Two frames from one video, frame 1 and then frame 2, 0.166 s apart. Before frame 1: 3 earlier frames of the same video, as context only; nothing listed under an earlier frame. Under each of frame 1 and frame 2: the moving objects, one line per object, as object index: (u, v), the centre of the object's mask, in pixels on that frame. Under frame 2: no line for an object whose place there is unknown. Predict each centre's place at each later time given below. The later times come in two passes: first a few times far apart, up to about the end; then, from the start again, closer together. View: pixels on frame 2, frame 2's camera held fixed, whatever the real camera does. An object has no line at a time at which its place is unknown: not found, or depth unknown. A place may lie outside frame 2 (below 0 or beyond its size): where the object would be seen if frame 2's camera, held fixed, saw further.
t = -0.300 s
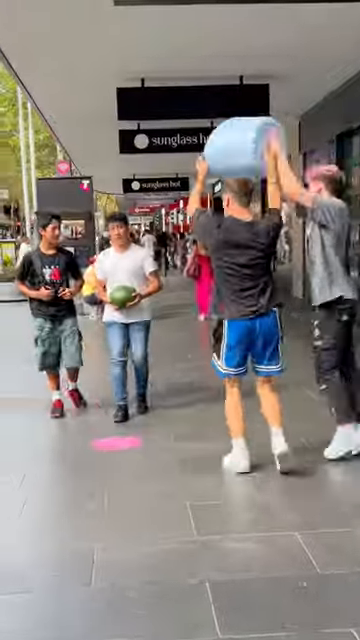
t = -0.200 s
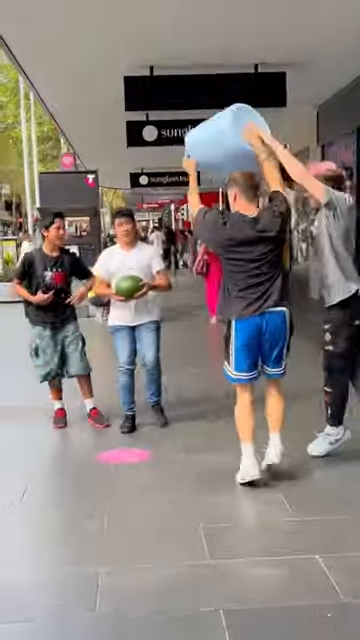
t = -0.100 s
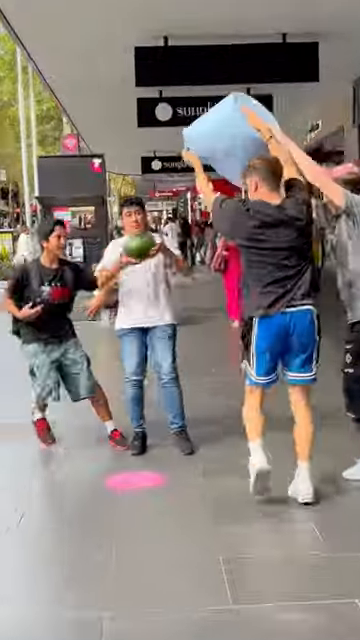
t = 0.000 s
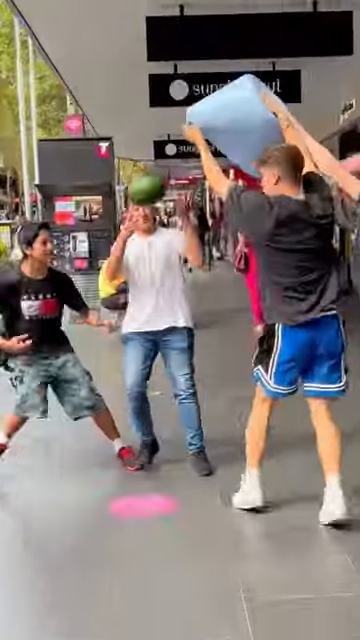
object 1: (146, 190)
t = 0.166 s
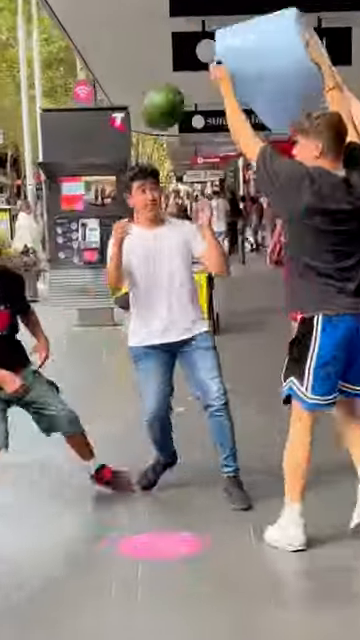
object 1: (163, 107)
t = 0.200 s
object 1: (161, 102)
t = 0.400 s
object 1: (156, 129)
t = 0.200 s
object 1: (161, 102)
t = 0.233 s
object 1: (160, 100)
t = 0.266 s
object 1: (159, 101)
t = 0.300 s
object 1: (158, 104)
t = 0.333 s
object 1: (158, 110)
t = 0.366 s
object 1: (156, 119)
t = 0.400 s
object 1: (156, 129)
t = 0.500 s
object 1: (155, 175)
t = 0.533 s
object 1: (157, 194)
